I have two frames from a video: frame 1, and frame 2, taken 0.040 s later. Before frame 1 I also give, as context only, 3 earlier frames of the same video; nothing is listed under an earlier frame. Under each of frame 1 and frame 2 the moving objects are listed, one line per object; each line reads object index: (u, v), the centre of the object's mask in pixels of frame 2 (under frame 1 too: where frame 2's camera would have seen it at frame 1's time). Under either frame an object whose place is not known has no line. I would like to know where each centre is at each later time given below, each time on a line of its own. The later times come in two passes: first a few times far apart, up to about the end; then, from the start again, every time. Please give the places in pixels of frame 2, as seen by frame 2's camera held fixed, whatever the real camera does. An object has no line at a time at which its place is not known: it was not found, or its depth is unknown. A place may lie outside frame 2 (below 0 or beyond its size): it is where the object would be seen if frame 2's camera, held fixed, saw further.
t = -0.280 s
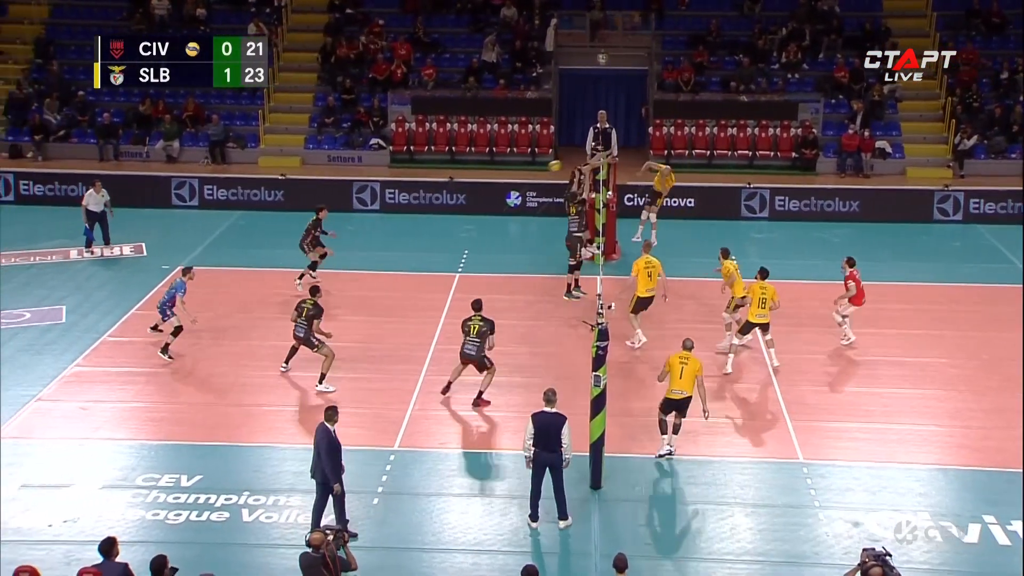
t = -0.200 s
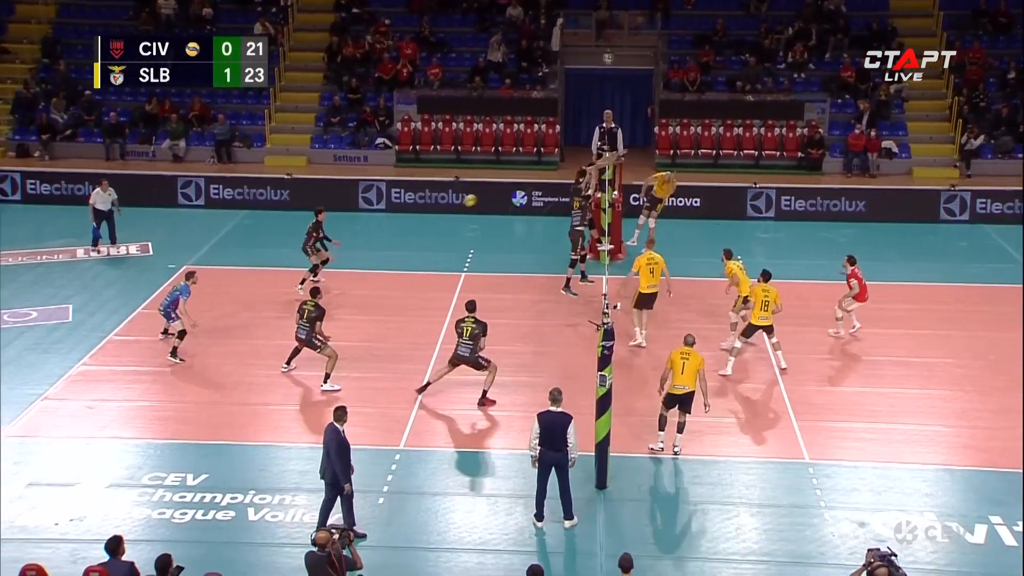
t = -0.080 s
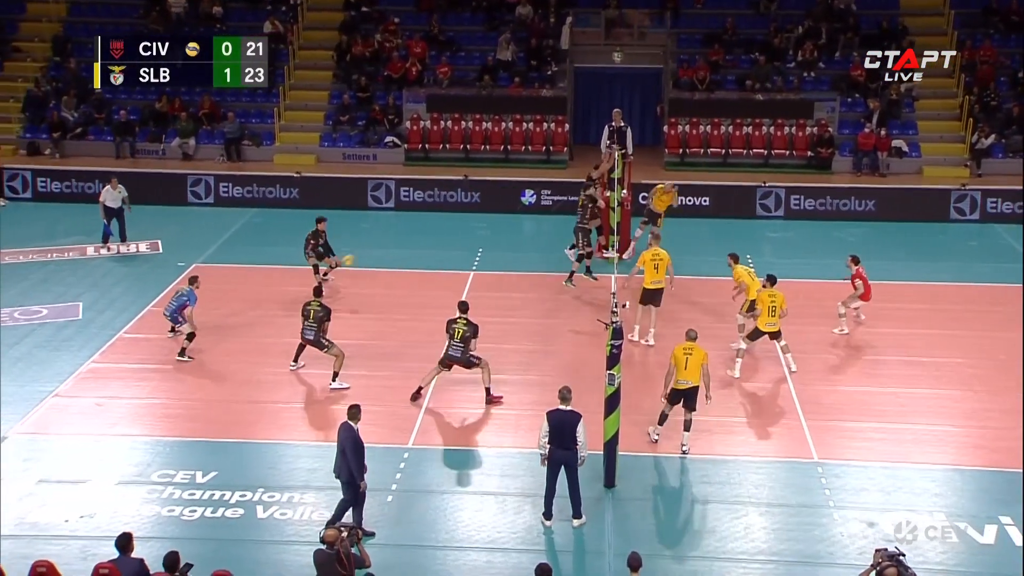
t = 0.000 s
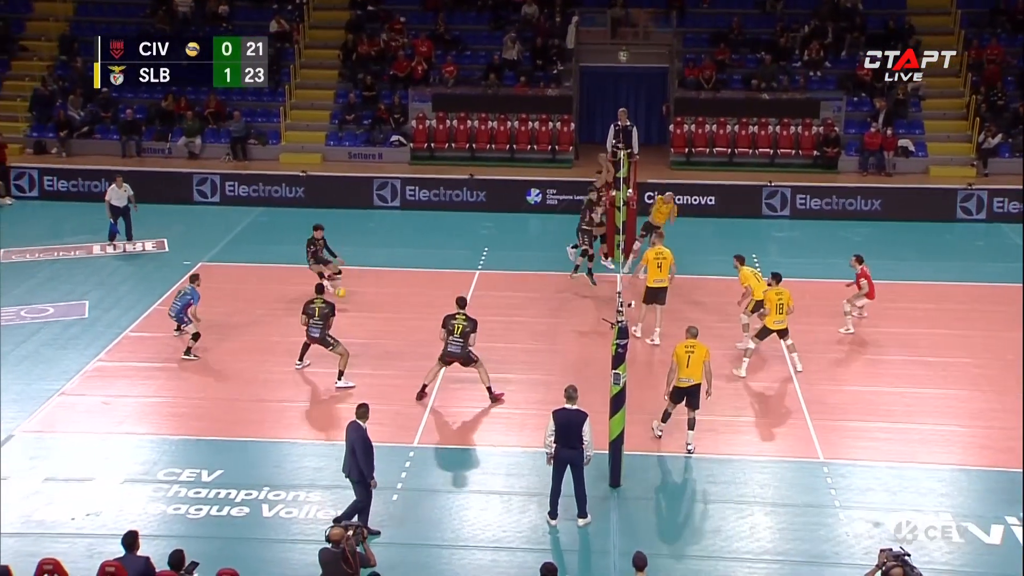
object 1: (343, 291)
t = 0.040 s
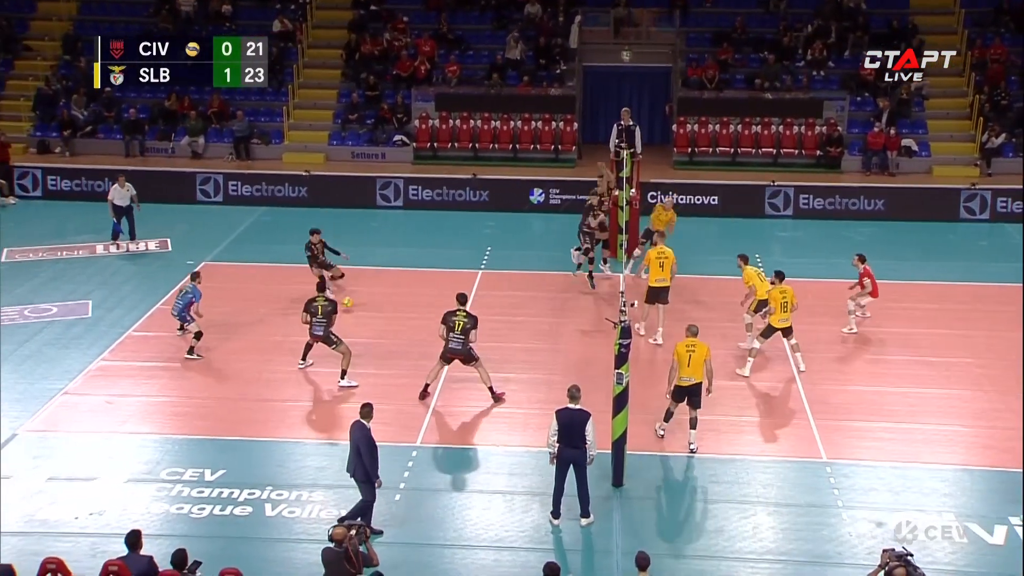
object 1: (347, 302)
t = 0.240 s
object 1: (385, 294)
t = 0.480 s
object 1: (431, 306)
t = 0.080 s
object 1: (354, 303)
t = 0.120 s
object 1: (362, 299)
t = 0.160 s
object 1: (370, 296)
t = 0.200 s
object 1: (377, 295)
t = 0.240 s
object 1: (385, 294)
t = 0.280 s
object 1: (392, 294)
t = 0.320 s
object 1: (400, 295)
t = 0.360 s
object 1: (408, 296)
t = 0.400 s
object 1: (416, 299)
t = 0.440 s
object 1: (423, 302)
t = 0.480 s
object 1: (431, 306)
